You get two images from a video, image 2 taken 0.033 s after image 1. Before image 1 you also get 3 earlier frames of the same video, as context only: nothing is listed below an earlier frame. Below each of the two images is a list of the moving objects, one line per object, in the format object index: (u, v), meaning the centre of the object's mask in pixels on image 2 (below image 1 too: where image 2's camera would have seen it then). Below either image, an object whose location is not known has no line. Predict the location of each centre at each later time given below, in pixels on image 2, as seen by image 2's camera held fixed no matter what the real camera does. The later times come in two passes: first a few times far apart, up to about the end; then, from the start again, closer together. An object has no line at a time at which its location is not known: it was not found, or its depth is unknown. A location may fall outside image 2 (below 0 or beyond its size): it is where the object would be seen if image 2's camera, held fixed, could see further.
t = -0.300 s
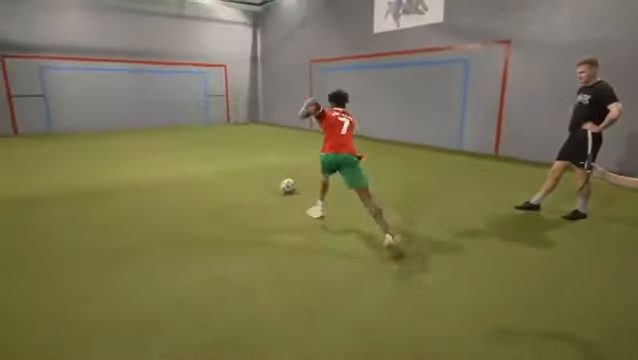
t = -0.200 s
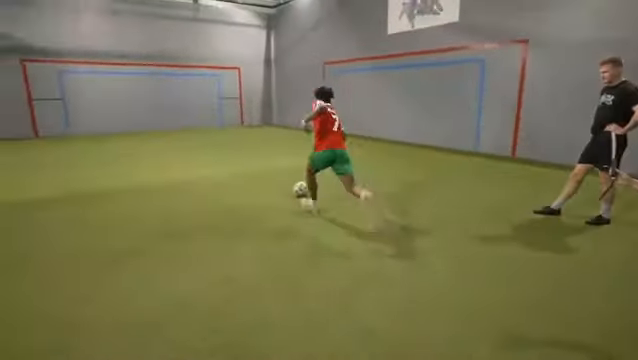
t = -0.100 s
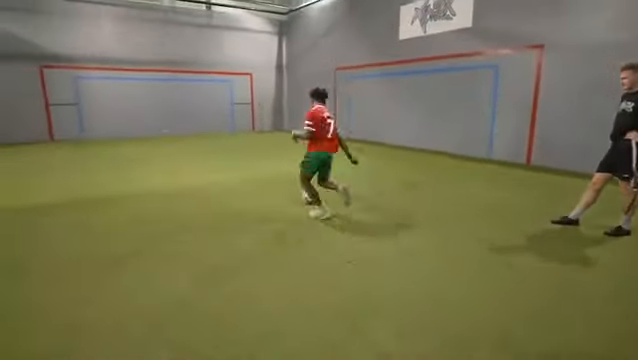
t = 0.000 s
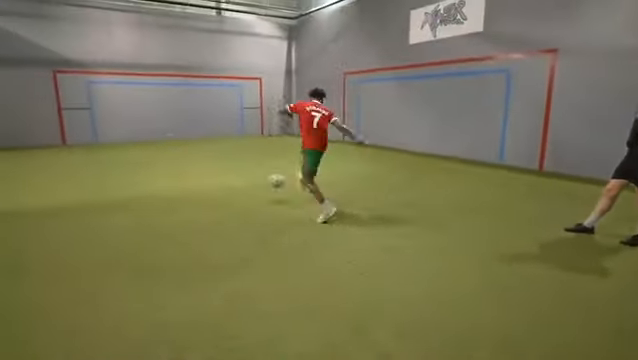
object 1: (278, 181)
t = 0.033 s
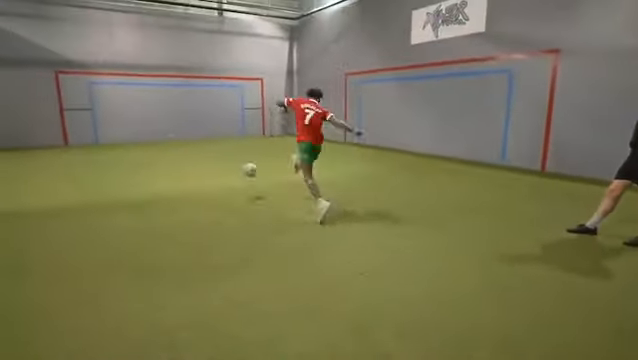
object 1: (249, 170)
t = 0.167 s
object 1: (161, 136)
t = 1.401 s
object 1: (-153, 129)
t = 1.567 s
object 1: (-180, 138)
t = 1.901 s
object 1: (-245, 186)
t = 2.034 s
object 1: (-276, 172)
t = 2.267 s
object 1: (-218, 175)
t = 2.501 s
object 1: (-188, 179)
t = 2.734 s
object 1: (-180, 181)
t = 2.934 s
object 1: (-169, 184)
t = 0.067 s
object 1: (225, 158)
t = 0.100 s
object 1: (202, 150)
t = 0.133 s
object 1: (181, 142)
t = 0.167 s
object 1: (161, 136)
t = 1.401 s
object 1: (-153, 129)
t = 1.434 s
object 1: (-158, 129)
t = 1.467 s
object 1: (-164, 131)
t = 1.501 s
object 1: (-168, 133)
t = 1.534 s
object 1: (-175, 134)
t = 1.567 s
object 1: (-180, 138)
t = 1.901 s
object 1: (-245, 186)
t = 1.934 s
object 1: (-251, 182)
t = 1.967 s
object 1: (-266, 180)
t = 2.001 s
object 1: (-273, 176)
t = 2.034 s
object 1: (-276, 172)
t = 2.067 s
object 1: (-270, 173)
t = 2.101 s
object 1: (-265, 171)
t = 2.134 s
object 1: (-253, 170)
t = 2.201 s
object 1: (-235, 171)
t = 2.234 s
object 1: (-227, 173)
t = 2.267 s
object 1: (-218, 175)
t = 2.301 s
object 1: (-209, 178)
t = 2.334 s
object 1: (-203, 183)
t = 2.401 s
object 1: (-191, 188)
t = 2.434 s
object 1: (-189, 185)
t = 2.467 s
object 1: (-189, 182)
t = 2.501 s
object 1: (-188, 179)
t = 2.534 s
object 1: (-186, 178)
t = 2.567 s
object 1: (-185, 177)
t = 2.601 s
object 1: (-184, 176)
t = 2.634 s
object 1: (-183, 177)
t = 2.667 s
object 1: (-182, 177)
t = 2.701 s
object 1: (-182, 178)
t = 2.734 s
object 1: (-180, 181)
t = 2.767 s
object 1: (-178, 183)
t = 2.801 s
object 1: (-177, 187)
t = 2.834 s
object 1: (-174, 189)
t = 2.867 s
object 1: (-172, 187)
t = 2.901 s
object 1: (-171, 185)
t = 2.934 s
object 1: (-169, 184)
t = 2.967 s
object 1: (-168, 184)
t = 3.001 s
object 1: (-166, 184)
